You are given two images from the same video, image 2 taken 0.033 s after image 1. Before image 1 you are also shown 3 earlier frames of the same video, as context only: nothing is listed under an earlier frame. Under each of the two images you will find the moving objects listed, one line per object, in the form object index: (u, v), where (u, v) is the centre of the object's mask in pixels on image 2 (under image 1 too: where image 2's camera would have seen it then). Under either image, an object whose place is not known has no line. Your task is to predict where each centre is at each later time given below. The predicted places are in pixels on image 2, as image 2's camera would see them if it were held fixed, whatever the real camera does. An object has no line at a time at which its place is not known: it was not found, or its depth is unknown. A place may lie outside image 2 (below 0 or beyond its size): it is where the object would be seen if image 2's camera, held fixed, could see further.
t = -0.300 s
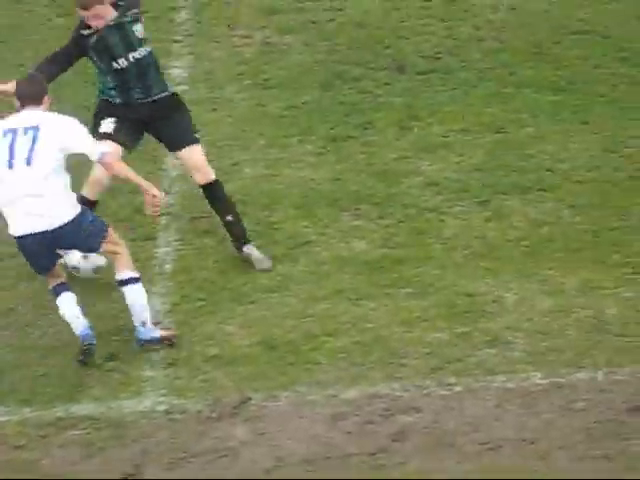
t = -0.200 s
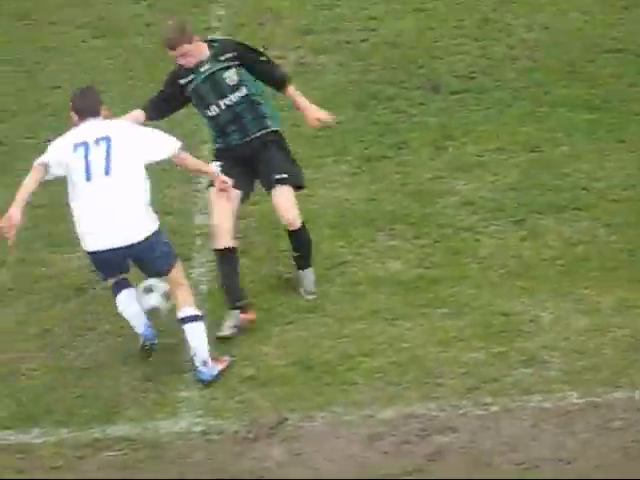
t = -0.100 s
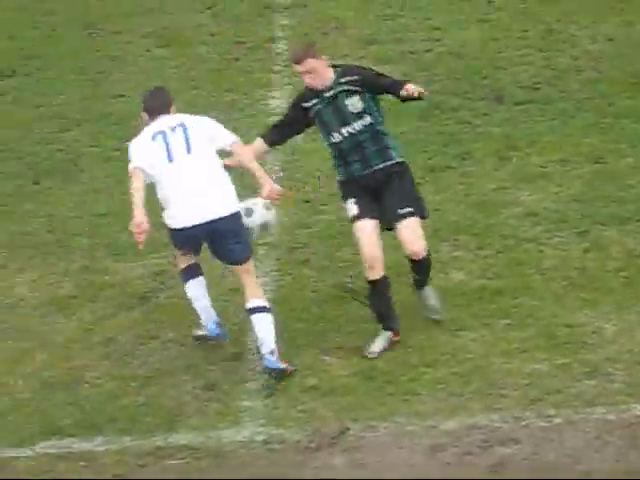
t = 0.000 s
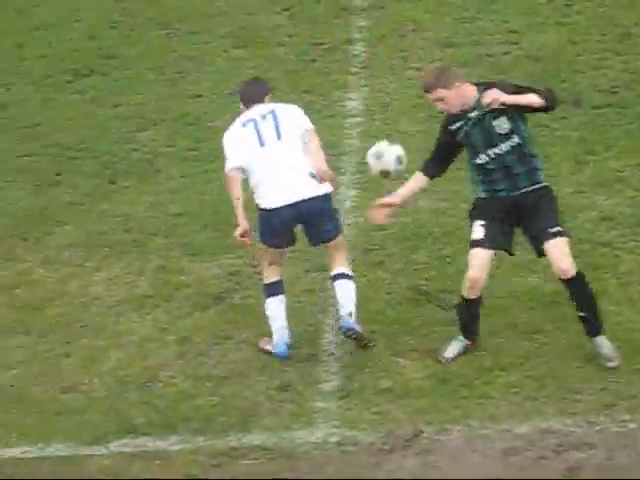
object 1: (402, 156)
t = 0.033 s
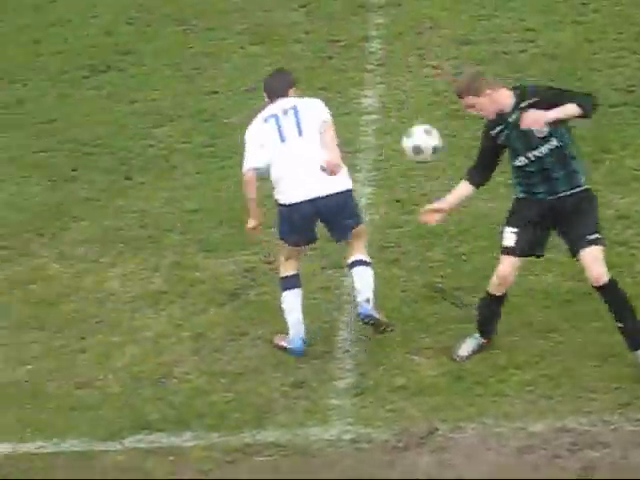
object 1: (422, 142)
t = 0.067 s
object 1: (441, 131)
